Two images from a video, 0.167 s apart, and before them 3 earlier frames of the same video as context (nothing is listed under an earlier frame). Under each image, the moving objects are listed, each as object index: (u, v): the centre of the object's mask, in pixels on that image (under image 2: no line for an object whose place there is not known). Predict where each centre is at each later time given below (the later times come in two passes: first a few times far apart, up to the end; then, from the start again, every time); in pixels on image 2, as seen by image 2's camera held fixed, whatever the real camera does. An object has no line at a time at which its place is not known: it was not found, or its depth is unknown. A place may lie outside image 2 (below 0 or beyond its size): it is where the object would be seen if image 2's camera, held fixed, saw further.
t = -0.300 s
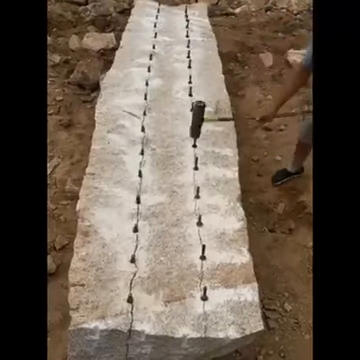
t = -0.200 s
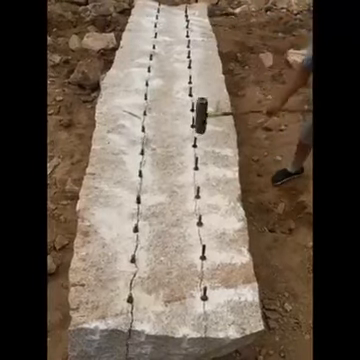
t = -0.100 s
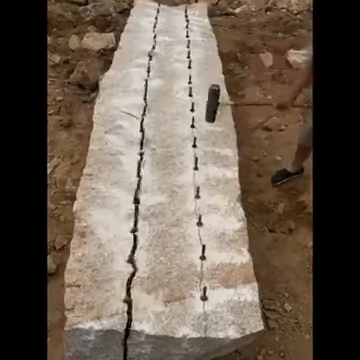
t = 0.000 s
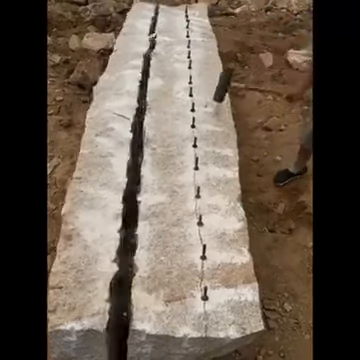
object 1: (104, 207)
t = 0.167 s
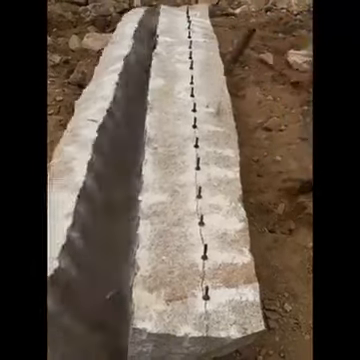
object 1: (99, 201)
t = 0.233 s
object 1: (99, 201)
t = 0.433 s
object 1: (97, 201)
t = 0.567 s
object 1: (96, 196)
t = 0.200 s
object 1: (99, 200)
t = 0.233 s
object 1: (99, 201)
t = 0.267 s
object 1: (98, 201)
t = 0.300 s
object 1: (99, 203)
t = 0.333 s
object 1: (98, 204)
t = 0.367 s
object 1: (98, 207)
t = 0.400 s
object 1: (98, 204)
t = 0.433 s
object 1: (97, 201)
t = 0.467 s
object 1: (97, 199)
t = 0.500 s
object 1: (97, 198)
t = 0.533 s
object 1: (97, 197)
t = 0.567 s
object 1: (96, 196)
